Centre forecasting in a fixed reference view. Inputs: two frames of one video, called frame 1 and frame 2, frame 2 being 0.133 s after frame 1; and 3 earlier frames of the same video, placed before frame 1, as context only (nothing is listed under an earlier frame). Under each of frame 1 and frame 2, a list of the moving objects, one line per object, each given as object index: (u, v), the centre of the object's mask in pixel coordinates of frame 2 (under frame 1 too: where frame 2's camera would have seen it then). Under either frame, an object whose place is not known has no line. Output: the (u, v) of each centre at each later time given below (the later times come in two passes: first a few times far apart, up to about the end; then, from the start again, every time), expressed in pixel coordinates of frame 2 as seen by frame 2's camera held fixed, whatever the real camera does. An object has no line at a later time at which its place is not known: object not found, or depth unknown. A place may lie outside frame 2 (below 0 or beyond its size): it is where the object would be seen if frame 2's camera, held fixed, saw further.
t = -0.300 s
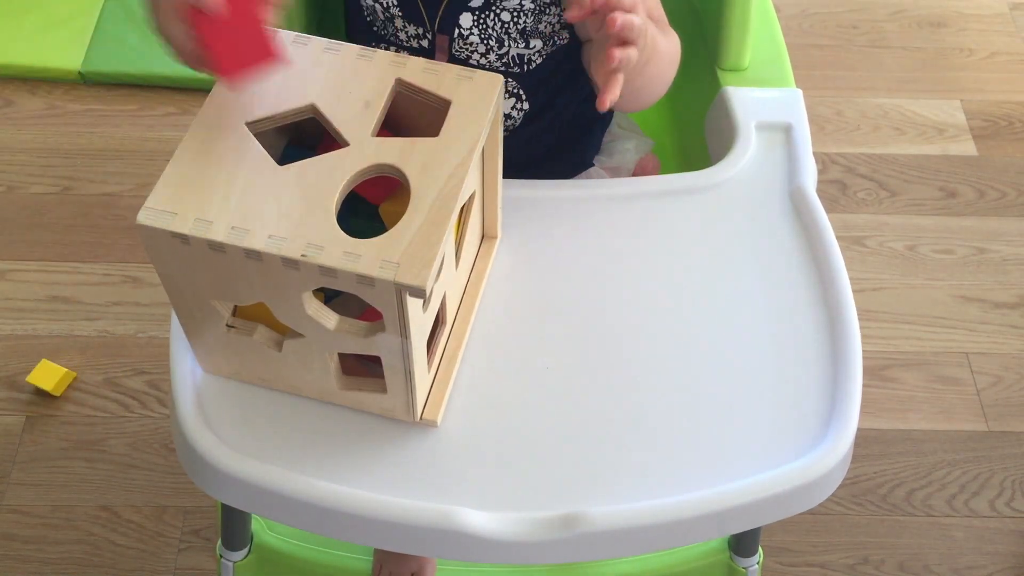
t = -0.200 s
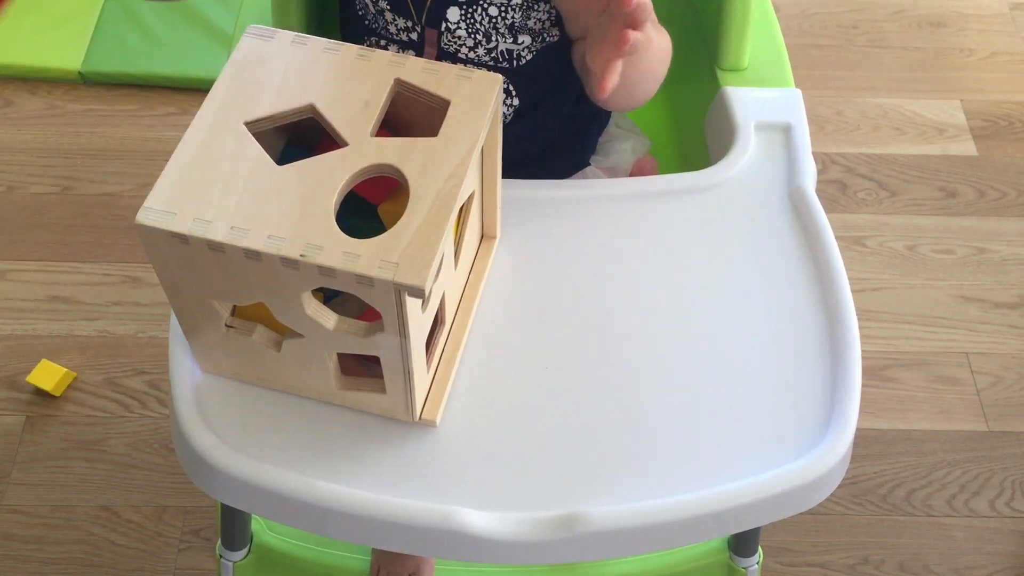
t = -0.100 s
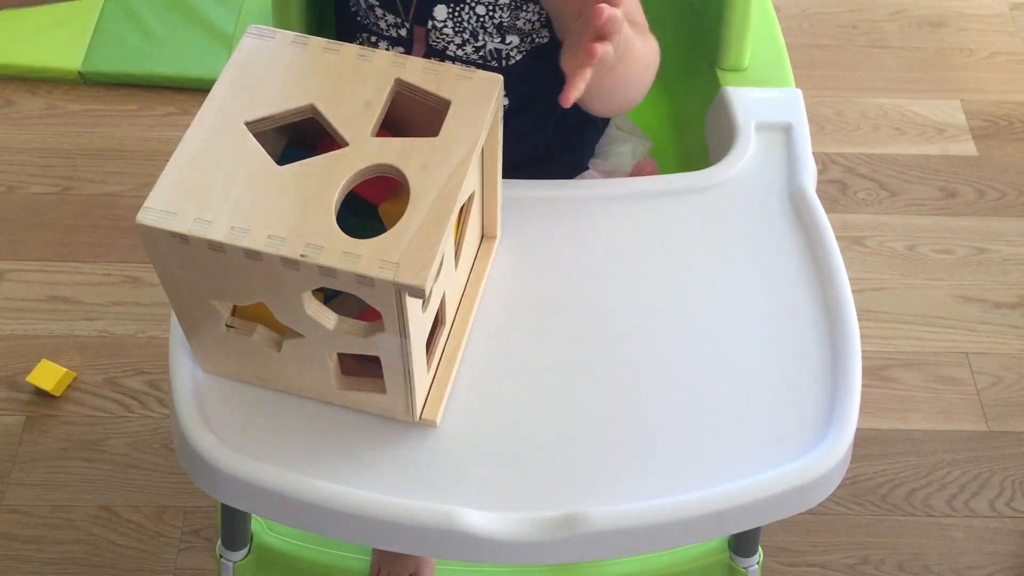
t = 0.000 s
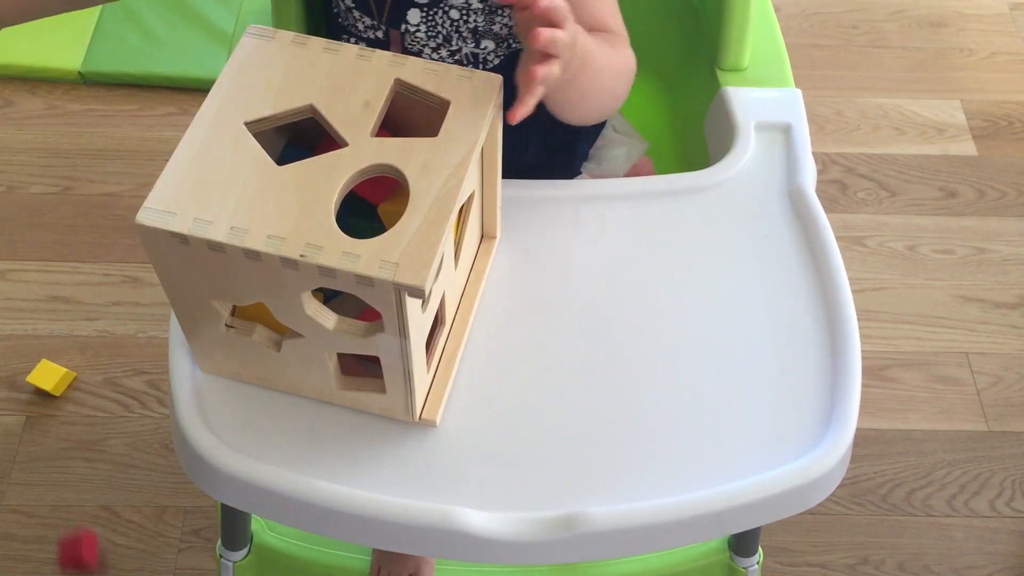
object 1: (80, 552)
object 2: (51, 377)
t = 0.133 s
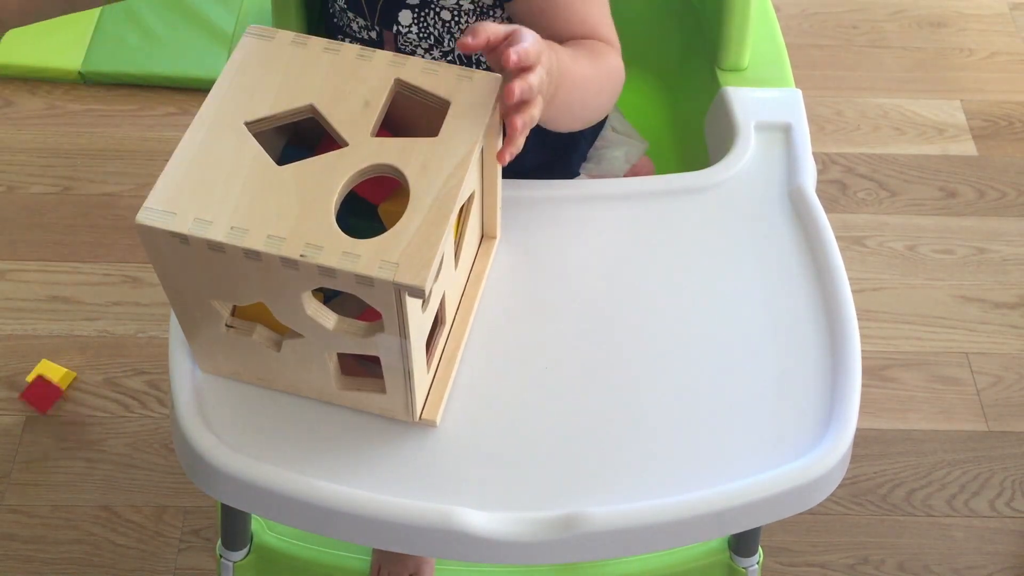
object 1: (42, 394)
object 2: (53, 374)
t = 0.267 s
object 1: (41, 412)
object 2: (51, 299)
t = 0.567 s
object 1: (40, 414)
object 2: (51, 293)
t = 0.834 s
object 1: (40, 414)
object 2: (51, 293)
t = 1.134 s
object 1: (40, 414)
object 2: (51, 293)
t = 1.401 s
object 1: (40, 414)
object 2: (51, 293)
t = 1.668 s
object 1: (40, 414)
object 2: (51, 293)
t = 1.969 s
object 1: (40, 414)
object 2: (51, 293)
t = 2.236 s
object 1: (40, 414)
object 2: (51, 293)
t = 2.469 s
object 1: (40, 414)
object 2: (51, 293)
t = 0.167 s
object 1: (41, 401)
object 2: (50, 354)
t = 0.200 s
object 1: (38, 406)
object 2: (51, 329)
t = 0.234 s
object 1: (42, 412)
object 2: (51, 311)
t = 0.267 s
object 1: (41, 412)
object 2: (51, 299)
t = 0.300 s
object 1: (40, 413)
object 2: (51, 294)
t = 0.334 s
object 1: (40, 414)
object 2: (51, 293)
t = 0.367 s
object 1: (40, 414)
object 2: (51, 293)
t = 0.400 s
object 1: (40, 414)
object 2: (51, 293)
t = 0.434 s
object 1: (40, 414)
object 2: (51, 293)
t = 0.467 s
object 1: (40, 414)
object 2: (51, 293)
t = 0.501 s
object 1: (40, 414)
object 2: (51, 293)
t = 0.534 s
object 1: (40, 414)
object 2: (52, 293)
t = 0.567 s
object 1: (40, 414)
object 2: (51, 293)
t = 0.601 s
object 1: (40, 414)
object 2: (52, 293)
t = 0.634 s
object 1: (40, 414)
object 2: (51, 293)
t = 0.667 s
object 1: (40, 414)
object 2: (51, 293)
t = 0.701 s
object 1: (40, 414)
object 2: (51, 293)
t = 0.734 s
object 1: (40, 414)
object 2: (51, 293)
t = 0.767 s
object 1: (40, 414)
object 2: (51, 293)
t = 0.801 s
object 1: (40, 414)
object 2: (51, 293)
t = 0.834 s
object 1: (40, 414)
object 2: (51, 293)
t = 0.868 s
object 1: (40, 414)
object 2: (51, 293)
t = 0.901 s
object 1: (40, 414)
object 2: (51, 293)
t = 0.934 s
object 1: (40, 414)
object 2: (51, 293)
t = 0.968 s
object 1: (40, 414)
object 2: (51, 293)
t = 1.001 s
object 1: (40, 414)
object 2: (51, 293)
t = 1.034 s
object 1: (40, 414)
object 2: (52, 293)
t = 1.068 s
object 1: (40, 414)
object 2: (51, 293)
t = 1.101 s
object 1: (40, 414)
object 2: (51, 293)
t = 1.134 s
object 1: (40, 414)
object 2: (51, 293)
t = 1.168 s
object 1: (40, 414)
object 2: (51, 293)
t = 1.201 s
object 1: (40, 414)
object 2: (51, 293)
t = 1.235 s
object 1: (40, 414)
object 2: (51, 293)
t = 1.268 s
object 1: (40, 414)
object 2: (51, 293)
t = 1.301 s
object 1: (40, 414)
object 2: (51, 293)
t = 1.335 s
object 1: (40, 414)
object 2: (51, 293)
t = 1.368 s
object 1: (40, 414)
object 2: (51, 293)
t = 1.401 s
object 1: (40, 414)
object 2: (51, 293)
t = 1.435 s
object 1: (40, 414)
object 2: (51, 293)
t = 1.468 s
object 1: (40, 414)
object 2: (51, 293)
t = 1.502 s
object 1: (40, 414)
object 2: (51, 293)
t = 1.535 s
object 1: (40, 414)
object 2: (51, 293)
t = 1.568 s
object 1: (40, 414)
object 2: (51, 293)
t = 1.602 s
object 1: (40, 414)
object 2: (51, 293)
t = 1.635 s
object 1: (40, 414)
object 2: (51, 293)
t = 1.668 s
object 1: (40, 414)
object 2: (51, 293)
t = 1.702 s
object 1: (40, 414)
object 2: (51, 293)
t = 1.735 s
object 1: (40, 414)
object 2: (51, 293)
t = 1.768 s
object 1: (40, 414)
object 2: (51, 293)
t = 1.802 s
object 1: (40, 414)
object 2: (51, 293)
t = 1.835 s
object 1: (40, 414)
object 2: (51, 293)
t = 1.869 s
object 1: (40, 414)
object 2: (51, 293)
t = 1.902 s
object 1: (40, 414)
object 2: (52, 293)
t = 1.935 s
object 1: (40, 414)
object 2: (52, 293)
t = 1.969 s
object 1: (40, 414)
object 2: (51, 293)
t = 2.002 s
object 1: (40, 414)
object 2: (51, 293)
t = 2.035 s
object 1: (40, 414)
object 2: (52, 293)
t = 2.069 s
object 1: (40, 414)
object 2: (51, 293)
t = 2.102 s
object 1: (40, 414)
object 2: (51, 293)
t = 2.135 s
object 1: (40, 414)
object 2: (51, 293)
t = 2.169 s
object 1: (40, 414)
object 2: (51, 293)
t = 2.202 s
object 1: (40, 414)
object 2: (51, 293)
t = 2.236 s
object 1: (40, 414)
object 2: (51, 293)
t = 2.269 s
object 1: (40, 414)
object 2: (51, 293)
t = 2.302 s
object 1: (40, 414)
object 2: (51, 293)
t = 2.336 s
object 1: (40, 414)
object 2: (51, 293)
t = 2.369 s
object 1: (40, 414)
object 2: (51, 293)
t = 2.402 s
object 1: (40, 414)
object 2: (51, 293)
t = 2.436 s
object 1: (39, 414)
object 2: (51, 293)
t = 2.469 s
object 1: (40, 414)
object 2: (51, 293)
